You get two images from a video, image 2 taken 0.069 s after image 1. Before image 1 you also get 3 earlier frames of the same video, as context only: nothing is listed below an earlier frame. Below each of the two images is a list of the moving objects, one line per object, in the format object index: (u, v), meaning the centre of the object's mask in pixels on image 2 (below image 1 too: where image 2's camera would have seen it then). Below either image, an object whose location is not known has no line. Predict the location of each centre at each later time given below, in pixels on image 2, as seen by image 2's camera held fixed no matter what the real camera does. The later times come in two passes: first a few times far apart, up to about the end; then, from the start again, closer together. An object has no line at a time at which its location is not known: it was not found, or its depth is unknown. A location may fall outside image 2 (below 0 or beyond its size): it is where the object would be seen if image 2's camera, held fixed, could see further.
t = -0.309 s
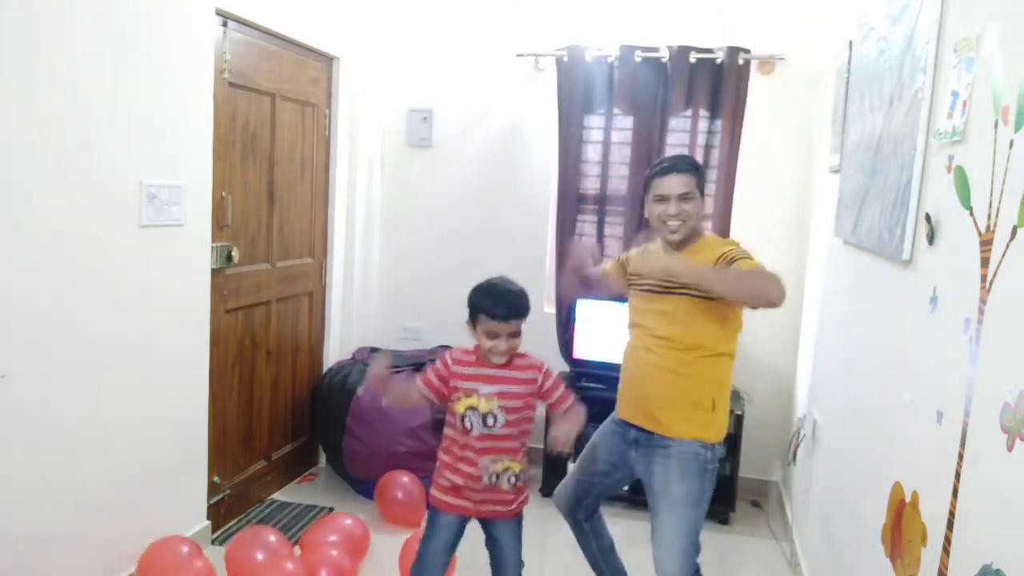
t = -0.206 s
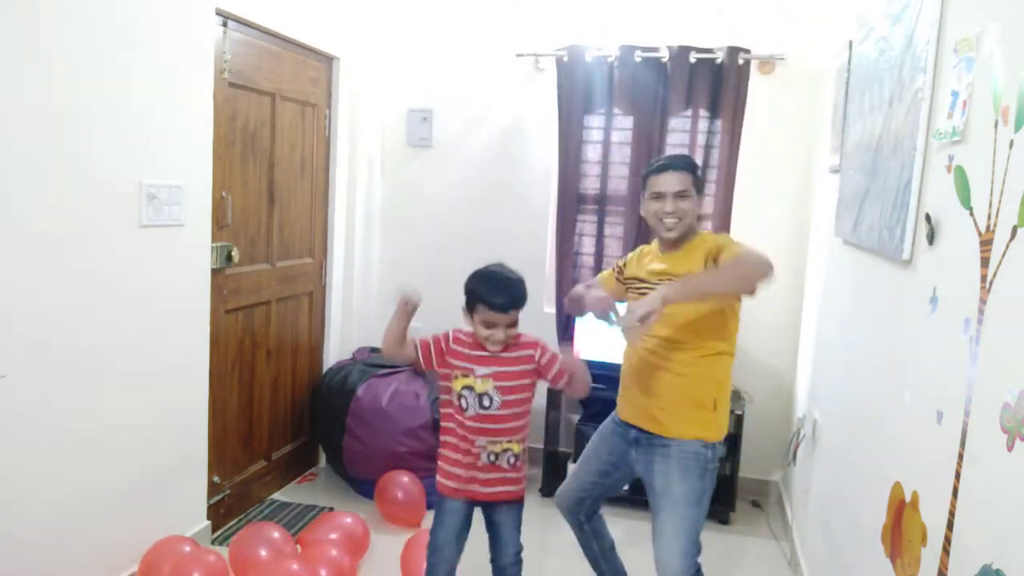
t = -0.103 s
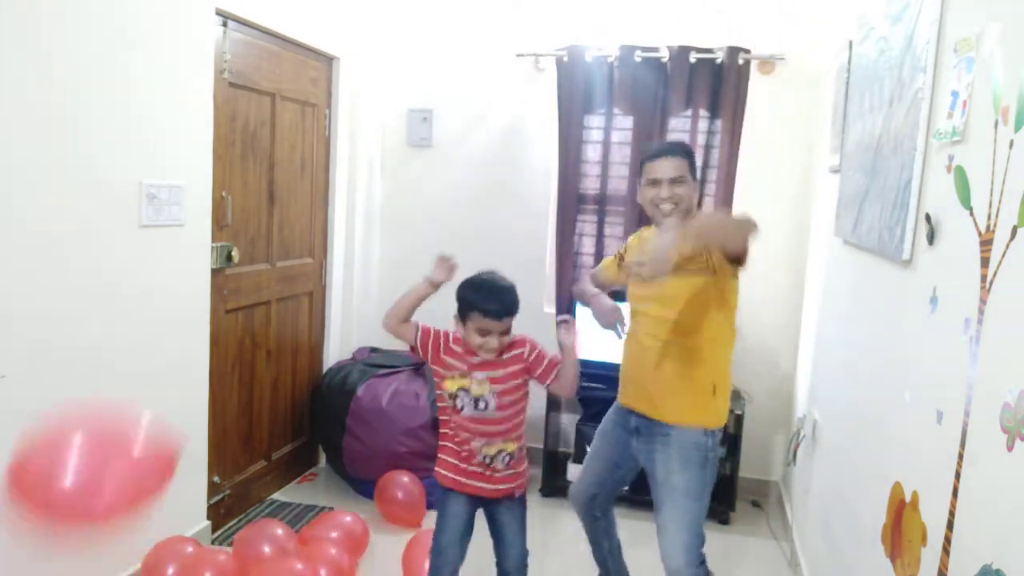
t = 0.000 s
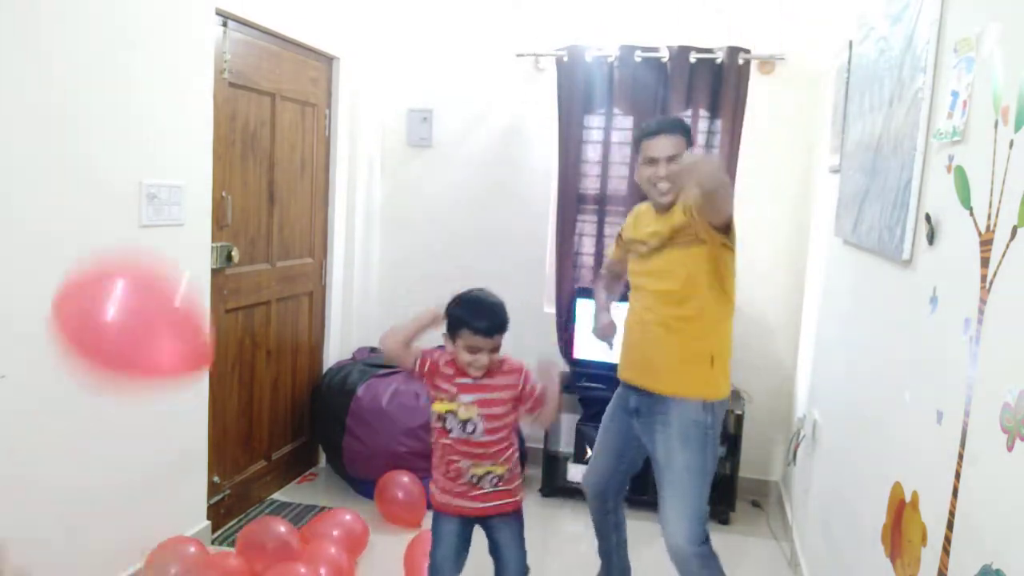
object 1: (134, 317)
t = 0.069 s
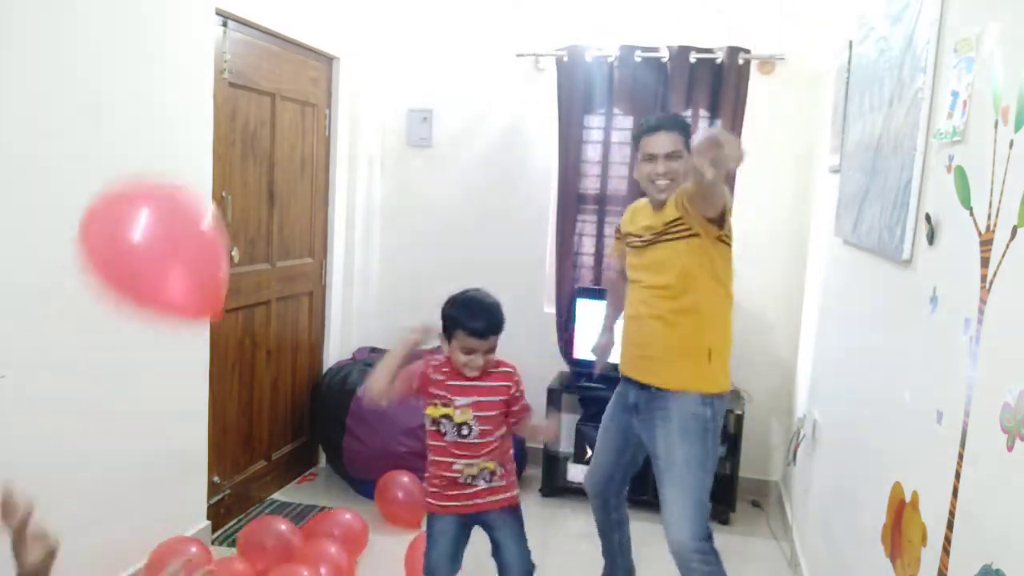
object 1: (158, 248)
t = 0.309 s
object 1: (204, 122)
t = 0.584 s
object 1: (241, 95)
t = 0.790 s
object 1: (268, 119)
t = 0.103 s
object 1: (168, 219)
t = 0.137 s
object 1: (176, 196)
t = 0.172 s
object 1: (183, 176)
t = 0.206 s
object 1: (189, 160)
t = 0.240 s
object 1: (194, 145)
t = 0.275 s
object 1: (199, 133)
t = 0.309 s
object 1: (204, 122)
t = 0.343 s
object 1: (208, 114)
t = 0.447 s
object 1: (222, 98)
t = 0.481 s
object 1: (227, 95)
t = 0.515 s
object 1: (231, 94)
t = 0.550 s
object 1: (236, 94)
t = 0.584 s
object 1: (241, 95)
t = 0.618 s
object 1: (246, 97)
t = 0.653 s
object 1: (251, 100)
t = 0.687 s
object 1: (256, 104)
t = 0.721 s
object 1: (260, 108)
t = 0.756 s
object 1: (264, 113)
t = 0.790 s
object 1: (268, 119)
